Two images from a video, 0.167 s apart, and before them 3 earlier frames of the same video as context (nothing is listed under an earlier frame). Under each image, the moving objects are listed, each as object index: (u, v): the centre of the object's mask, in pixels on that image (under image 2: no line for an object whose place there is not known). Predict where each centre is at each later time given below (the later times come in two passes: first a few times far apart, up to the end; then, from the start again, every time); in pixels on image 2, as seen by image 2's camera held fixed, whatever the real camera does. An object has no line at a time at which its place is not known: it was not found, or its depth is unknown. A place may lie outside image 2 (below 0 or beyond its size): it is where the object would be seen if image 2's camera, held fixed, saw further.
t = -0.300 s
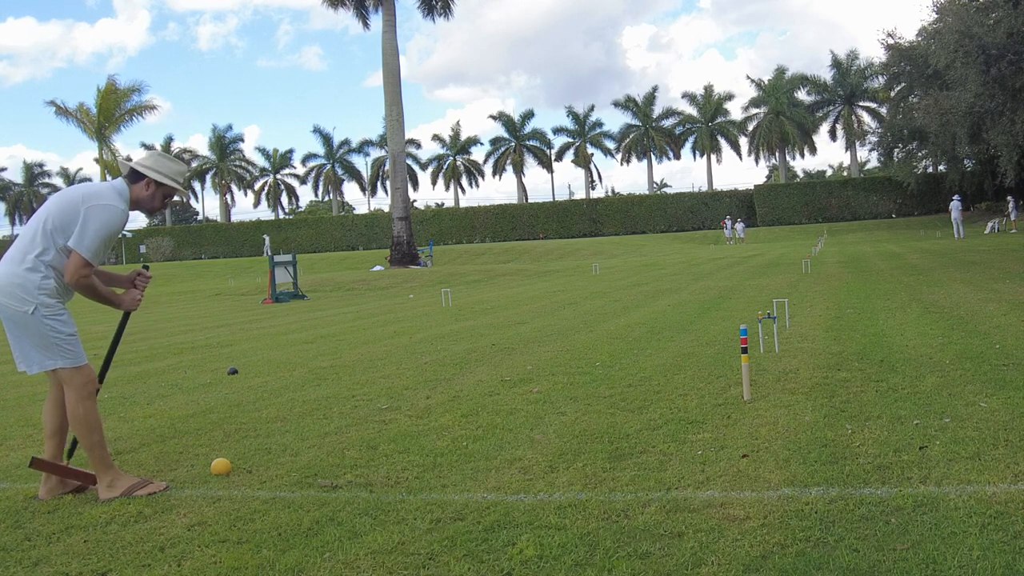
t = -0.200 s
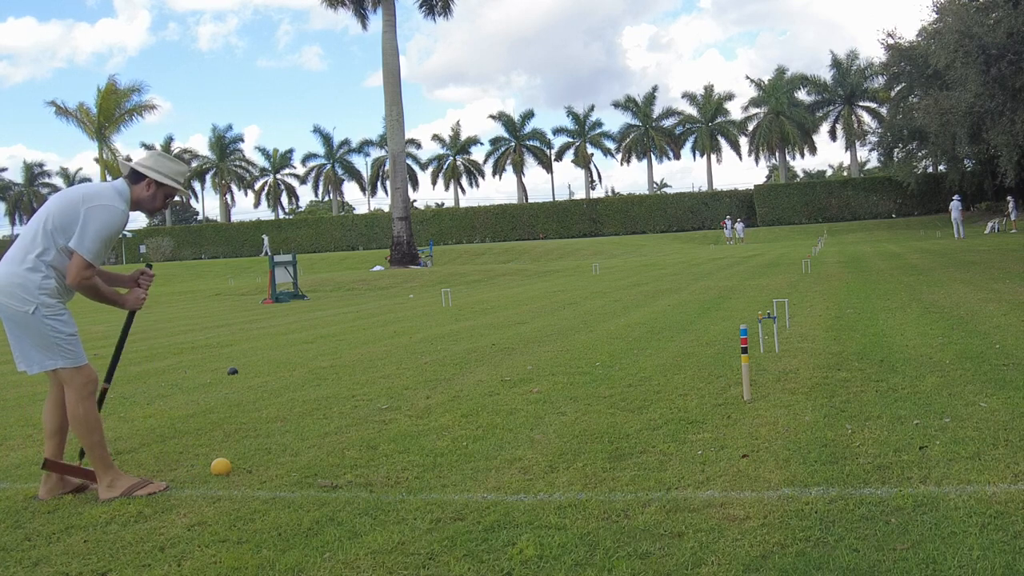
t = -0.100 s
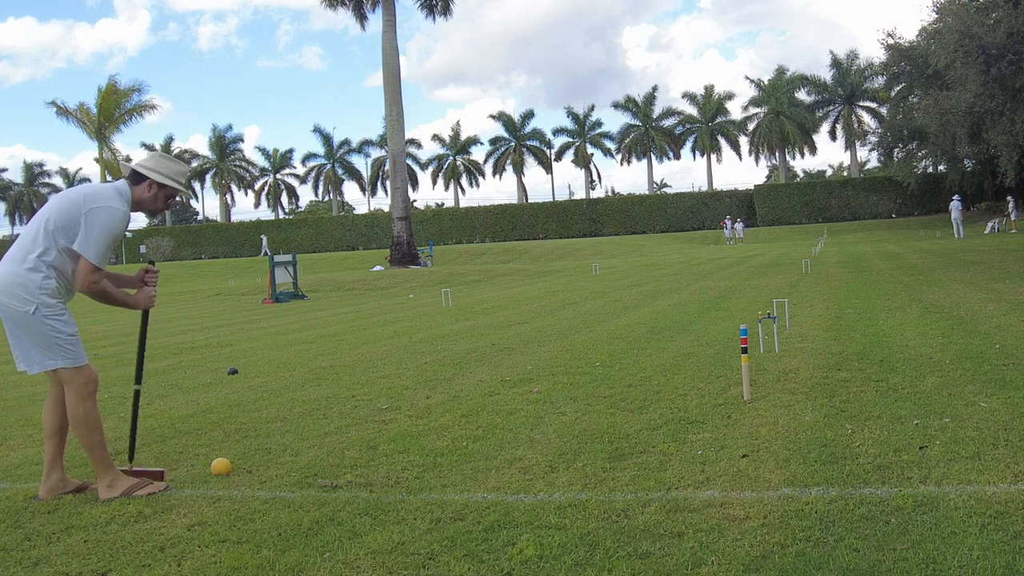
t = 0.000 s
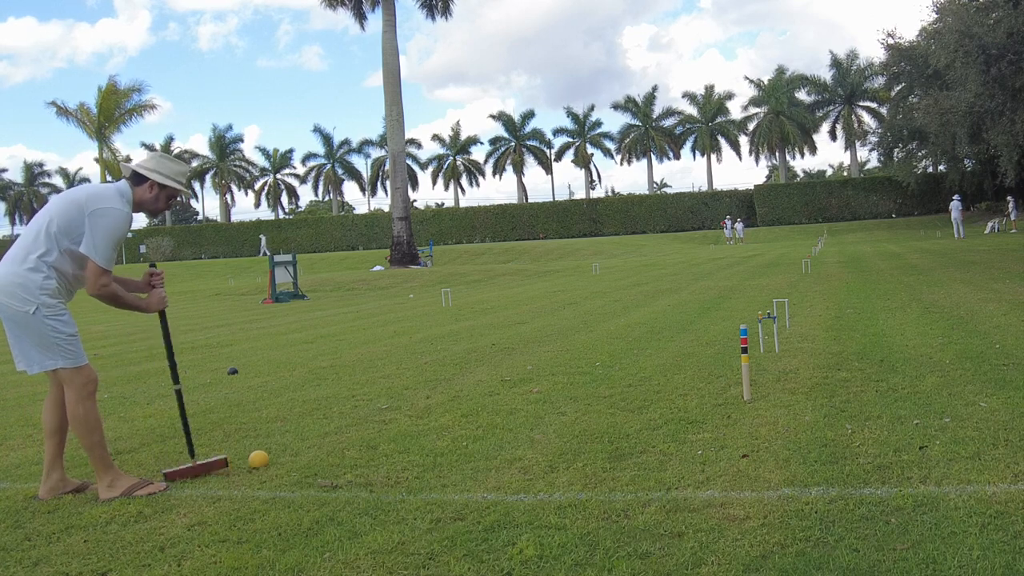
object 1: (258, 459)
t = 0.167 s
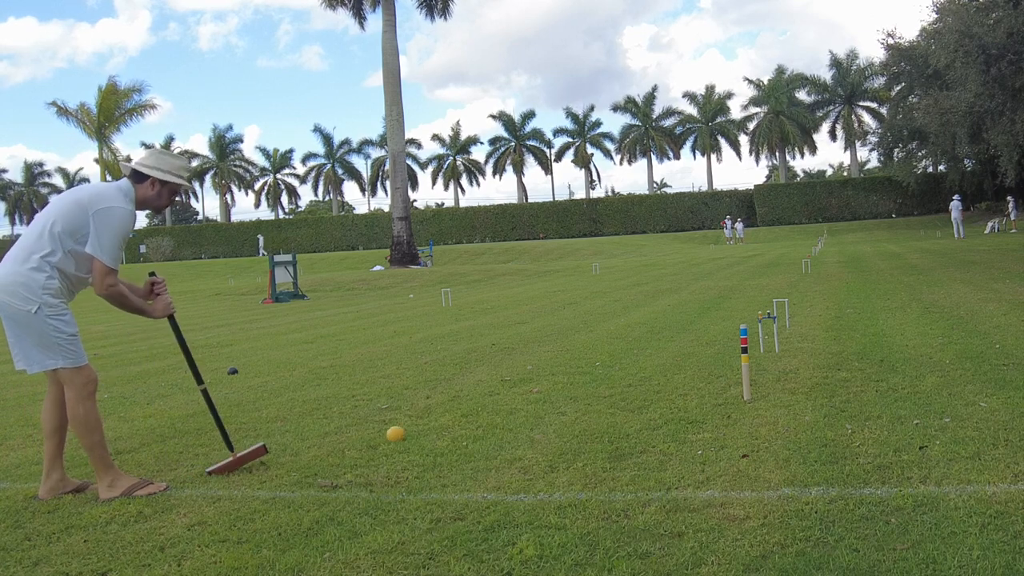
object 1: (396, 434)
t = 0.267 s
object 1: (452, 424)
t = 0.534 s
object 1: (561, 405)
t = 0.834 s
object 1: (642, 389)
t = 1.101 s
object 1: (689, 380)
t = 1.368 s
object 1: (720, 375)
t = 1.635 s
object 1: (737, 371)
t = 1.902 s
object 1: (740, 370)
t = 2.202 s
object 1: (739, 371)
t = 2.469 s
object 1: (739, 371)
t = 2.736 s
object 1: (739, 371)
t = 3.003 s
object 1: (739, 370)
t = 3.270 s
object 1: (739, 370)
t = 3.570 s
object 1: (739, 370)
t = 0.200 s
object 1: (415, 430)
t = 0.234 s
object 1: (434, 426)
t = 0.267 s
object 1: (452, 424)
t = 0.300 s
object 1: (469, 421)
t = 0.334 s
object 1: (484, 419)
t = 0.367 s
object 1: (498, 415)
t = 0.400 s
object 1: (511, 411)
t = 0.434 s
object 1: (524, 409)
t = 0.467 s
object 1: (537, 408)
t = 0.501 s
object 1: (549, 408)
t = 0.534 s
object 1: (561, 405)
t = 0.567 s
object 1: (572, 402)
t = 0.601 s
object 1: (582, 400)
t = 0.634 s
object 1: (591, 399)
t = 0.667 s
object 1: (601, 398)
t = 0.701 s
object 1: (610, 395)
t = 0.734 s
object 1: (618, 393)
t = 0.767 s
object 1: (626, 391)
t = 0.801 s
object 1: (634, 389)
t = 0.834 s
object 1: (642, 389)
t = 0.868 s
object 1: (649, 388)
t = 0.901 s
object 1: (656, 386)
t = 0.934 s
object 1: (662, 385)
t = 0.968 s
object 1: (667, 384)
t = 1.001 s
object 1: (673, 383)
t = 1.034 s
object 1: (679, 383)
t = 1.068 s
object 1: (684, 383)
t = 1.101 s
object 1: (689, 380)
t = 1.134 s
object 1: (694, 379)
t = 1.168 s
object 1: (698, 378)
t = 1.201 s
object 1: (703, 378)
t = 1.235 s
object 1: (707, 378)
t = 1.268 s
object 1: (710, 377)
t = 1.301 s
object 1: (713, 376)
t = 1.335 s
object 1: (717, 376)
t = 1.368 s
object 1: (720, 375)
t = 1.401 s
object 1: (722, 375)
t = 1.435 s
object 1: (725, 374)
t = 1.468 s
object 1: (728, 374)
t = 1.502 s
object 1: (729, 373)
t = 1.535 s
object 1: (732, 372)
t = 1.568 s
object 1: (734, 372)
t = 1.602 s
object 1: (736, 372)
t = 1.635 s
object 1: (737, 371)
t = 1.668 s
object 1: (737, 371)
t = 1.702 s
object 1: (738, 371)
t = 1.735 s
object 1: (739, 371)
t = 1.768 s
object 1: (739, 371)
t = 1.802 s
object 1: (739, 370)
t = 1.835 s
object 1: (740, 370)
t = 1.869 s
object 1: (740, 370)
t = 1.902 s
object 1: (740, 370)
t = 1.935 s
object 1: (740, 370)
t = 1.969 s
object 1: (740, 370)
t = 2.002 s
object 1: (740, 370)
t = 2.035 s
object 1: (740, 370)
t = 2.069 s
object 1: (739, 370)
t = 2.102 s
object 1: (739, 371)
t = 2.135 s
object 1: (739, 371)
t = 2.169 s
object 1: (739, 370)
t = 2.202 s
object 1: (739, 371)
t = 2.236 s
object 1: (739, 371)
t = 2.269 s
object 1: (739, 371)
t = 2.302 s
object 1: (739, 371)
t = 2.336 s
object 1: (739, 371)
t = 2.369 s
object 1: (739, 371)
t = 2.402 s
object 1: (739, 371)
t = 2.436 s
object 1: (739, 370)
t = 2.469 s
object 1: (739, 371)
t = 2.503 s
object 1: (739, 370)
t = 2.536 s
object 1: (739, 371)
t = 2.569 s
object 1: (739, 370)
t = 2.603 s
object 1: (739, 370)
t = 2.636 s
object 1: (739, 370)
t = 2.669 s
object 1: (739, 370)
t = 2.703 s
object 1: (739, 370)
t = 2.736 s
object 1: (739, 371)
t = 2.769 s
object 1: (739, 370)
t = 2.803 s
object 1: (739, 370)
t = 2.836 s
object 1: (739, 370)
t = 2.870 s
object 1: (739, 370)
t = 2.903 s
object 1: (739, 370)
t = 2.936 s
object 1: (739, 370)
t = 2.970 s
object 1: (739, 370)
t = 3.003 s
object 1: (739, 370)
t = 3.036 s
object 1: (739, 370)
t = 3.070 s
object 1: (739, 370)
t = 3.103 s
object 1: (739, 370)
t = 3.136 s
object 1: (739, 370)
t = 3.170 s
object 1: (739, 370)
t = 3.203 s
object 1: (739, 370)
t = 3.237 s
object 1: (739, 370)
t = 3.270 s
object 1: (739, 370)
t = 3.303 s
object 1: (739, 370)
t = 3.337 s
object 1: (739, 370)
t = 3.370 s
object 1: (739, 370)
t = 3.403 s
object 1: (739, 370)
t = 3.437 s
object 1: (739, 370)
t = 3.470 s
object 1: (739, 370)
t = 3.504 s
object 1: (739, 370)
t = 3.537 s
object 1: (739, 370)
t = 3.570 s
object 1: (739, 370)
